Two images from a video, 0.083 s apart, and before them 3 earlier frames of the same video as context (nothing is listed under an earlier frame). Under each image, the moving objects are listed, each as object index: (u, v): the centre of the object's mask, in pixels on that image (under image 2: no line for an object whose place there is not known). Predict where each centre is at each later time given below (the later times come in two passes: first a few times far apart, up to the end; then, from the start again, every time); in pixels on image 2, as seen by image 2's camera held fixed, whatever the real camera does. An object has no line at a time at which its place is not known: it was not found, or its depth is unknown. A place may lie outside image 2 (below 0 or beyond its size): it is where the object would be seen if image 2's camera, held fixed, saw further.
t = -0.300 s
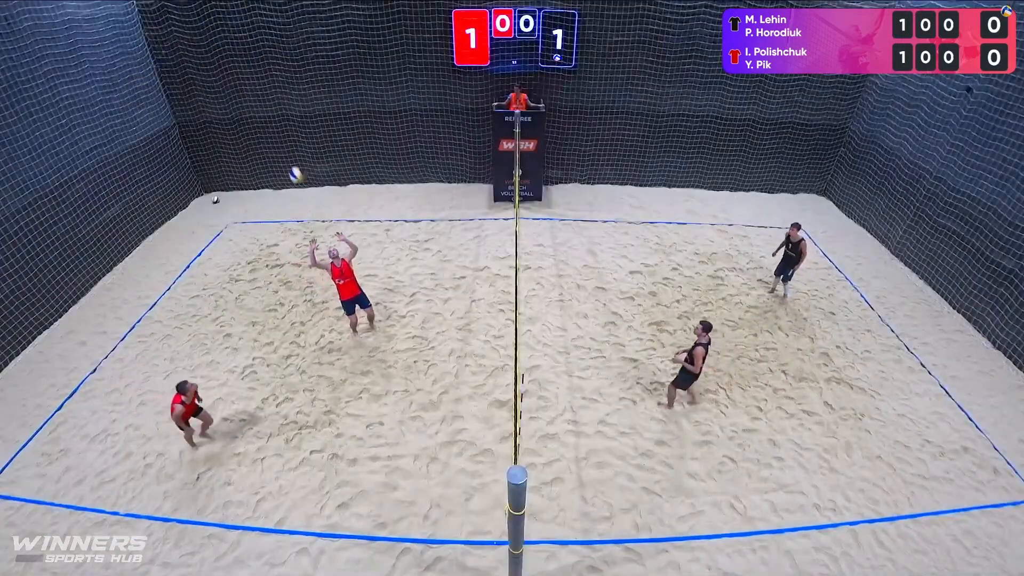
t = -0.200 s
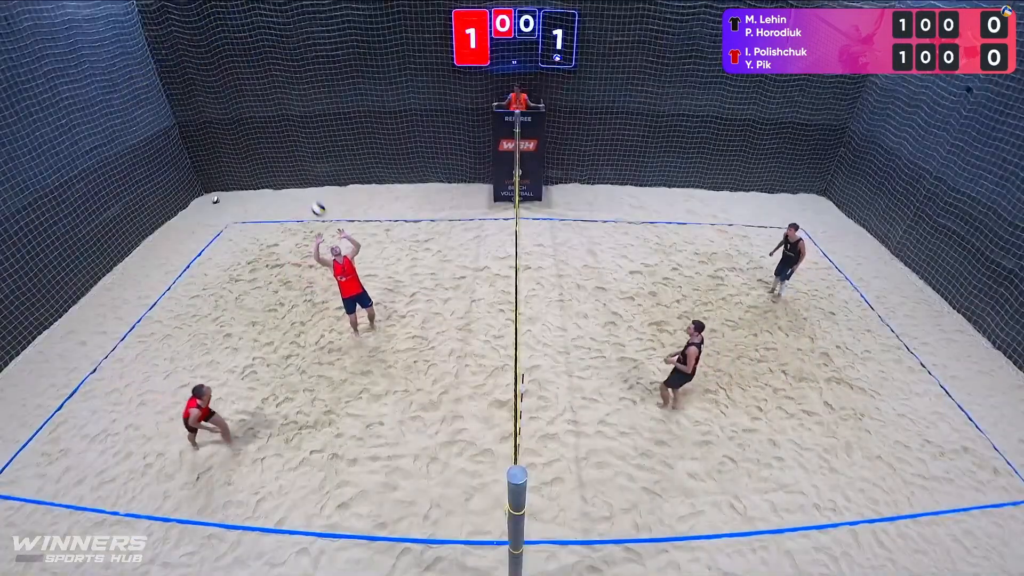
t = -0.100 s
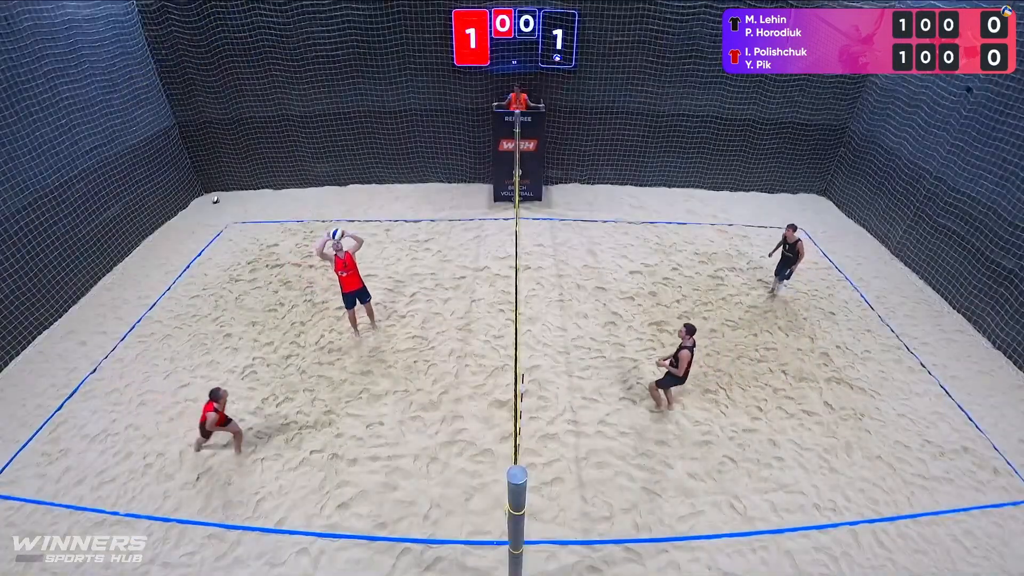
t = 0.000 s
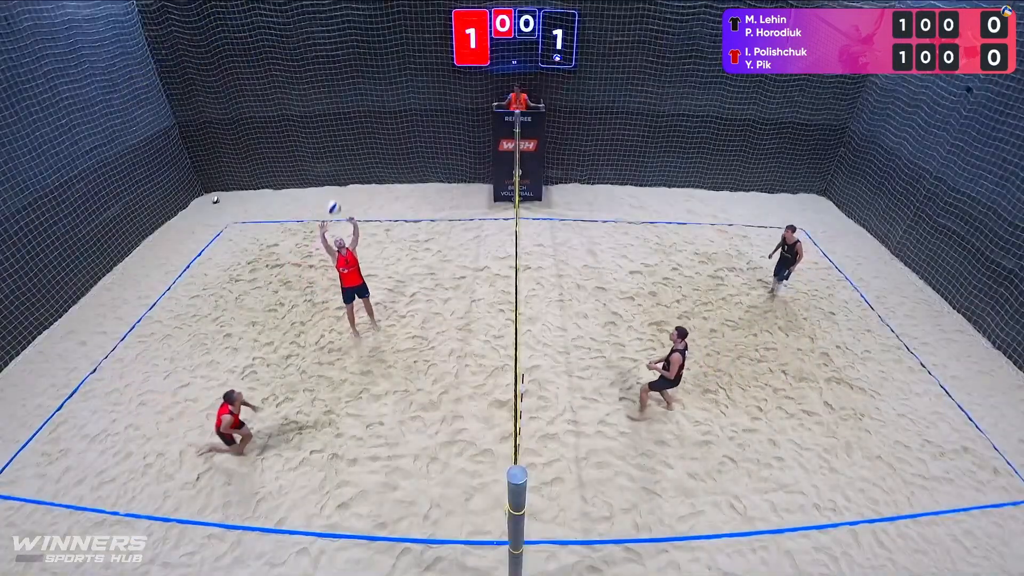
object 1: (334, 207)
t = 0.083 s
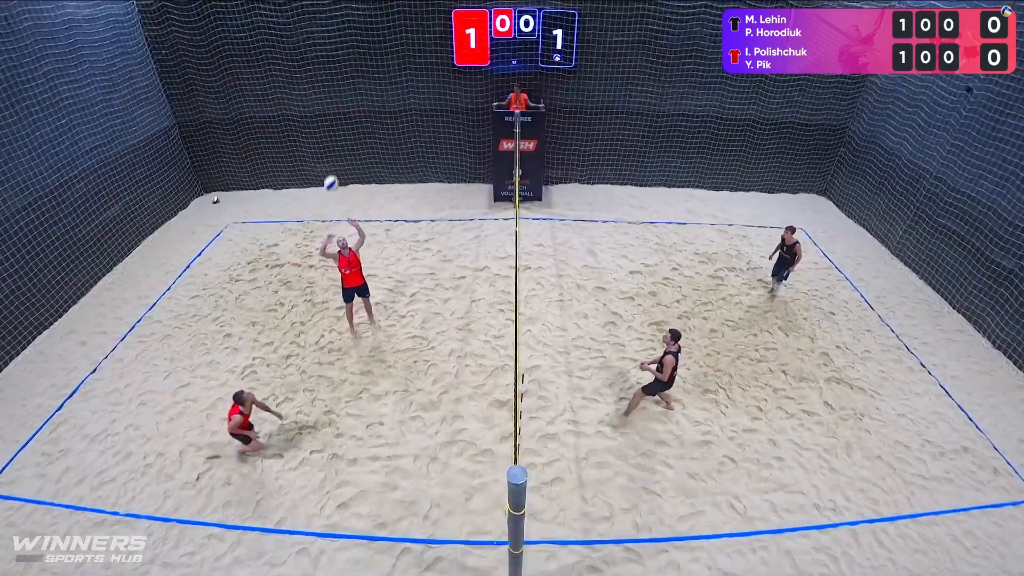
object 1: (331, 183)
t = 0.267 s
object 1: (329, 138)
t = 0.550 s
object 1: (337, 106)
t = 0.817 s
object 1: (361, 142)
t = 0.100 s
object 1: (331, 178)
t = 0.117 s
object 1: (331, 174)
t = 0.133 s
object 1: (330, 170)
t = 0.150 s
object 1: (330, 166)
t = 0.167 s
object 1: (330, 161)
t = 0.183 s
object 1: (329, 156)
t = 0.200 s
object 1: (329, 153)
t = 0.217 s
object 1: (329, 148)
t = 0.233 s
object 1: (329, 145)
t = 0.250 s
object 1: (329, 141)
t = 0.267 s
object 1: (329, 138)
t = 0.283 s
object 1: (329, 135)
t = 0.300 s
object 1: (329, 131)
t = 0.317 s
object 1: (329, 128)
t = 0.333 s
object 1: (329, 125)
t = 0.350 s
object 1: (329, 123)
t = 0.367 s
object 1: (330, 120)
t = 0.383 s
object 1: (330, 118)
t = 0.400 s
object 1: (330, 116)
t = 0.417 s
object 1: (331, 114)
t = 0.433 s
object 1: (331, 112)
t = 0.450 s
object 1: (332, 111)
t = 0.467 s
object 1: (333, 109)
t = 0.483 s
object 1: (333, 108)
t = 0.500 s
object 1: (334, 108)
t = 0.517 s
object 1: (335, 107)
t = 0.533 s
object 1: (336, 107)
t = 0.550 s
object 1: (337, 106)
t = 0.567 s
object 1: (338, 107)
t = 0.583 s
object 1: (339, 107)
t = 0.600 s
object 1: (340, 108)
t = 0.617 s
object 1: (341, 109)
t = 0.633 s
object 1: (343, 110)
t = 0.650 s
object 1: (344, 111)
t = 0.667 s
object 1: (346, 113)
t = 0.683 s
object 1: (347, 115)
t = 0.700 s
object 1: (348, 117)
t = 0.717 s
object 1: (350, 120)
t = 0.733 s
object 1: (352, 123)
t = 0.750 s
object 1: (354, 126)
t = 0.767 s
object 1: (356, 130)
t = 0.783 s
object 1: (357, 134)
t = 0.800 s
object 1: (359, 138)
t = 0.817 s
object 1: (361, 142)
